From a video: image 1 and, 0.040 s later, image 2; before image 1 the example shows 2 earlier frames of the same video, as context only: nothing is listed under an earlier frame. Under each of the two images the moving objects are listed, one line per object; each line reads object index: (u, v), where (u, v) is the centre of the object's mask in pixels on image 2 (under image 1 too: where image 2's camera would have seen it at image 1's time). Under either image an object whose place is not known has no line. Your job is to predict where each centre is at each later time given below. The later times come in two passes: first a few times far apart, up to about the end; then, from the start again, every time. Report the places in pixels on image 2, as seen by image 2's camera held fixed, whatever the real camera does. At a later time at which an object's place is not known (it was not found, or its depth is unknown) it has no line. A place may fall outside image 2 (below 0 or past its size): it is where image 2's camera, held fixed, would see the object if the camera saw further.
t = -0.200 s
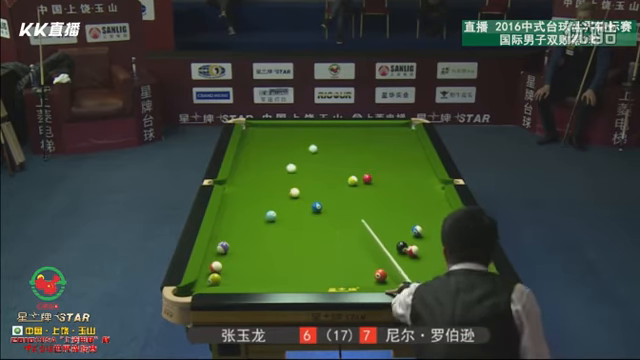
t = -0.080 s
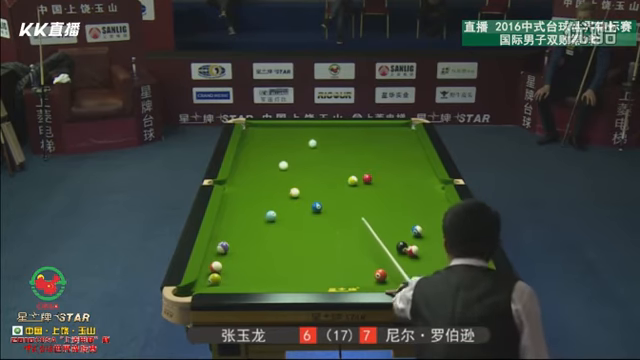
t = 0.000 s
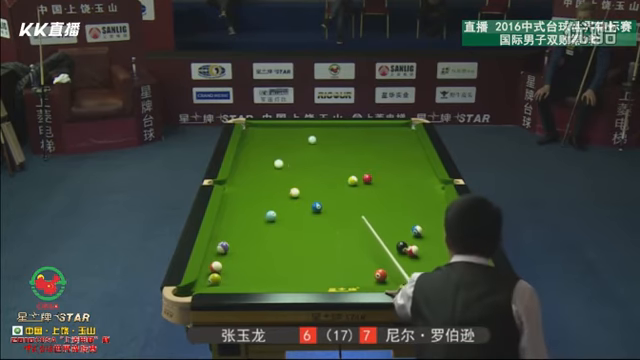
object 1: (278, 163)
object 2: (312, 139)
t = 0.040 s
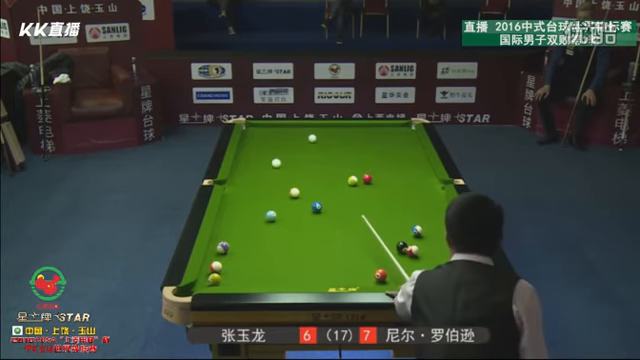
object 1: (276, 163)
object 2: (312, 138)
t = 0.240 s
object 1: (264, 159)
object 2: (311, 129)
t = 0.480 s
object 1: (251, 154)
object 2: (311, 127)
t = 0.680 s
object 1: (241, 151)
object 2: (310, 133)
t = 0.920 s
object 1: (247, 148)
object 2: (310, 139)
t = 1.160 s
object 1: (254, 145)
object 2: (310, 146)
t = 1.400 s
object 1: (261, 143)
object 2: (309, 153)
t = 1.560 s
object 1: (265, 141)
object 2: (309, 157)
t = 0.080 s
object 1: (273, 162)
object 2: (312, 136)
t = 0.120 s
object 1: (271, 161)
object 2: (311, 134)
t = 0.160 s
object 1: (269, 160)
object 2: (311, 132)
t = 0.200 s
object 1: (266, 159)
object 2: (311, 131)
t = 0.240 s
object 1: (264, 159)
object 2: (311, 129)
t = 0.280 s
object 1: (262, 158)
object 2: (311, 128)
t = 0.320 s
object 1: (260, 157)
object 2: (311, 127)
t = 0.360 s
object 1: (258, 156)
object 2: (311, 125)
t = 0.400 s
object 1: (255, 156)
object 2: (311, 125)
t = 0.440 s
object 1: (253, 155)
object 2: (311, 126)
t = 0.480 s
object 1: (251, 154)
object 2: (311, 127)
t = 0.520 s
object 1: (249, 153)
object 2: (311, 128)
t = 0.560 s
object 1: (247, 153)
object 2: (310, 130)
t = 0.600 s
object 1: (245, 152)
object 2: (310, 131)
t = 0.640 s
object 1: (243, 151)
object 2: (310, 132)
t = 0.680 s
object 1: (241, 151)
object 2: (310, 133)
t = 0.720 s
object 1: (240, 150)
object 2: (310, 134)
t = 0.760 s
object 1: (242, 150)
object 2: (310, 135)
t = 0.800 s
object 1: (243, 149)
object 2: (310, 136)
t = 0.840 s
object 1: (244, 149)
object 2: (310, 137)
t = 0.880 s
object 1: (246, 148)
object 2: (310, 138)
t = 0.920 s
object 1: (247, 148)
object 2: (310, 139)
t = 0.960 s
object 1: (248, 147)
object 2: (310, 141)
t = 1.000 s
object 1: (249, 147)
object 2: (310, 142)
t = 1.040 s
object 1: (251, 146)
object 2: (310, 142)
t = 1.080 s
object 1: (252, 146)
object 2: (310, 144)
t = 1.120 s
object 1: (253, 145)
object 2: (309, 145)
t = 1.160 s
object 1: (254, 145)
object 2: (310, 146)
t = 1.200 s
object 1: (255, 145)
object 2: (310, 147)
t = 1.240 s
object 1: (257, 144)
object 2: (309, 148)
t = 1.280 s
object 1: (258, 144)
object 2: (309, 149)
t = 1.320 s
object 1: (259, 143)
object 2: (309, 150)
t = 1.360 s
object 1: (260, 143)
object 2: (309, 151)
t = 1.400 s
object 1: (261, 143)
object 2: (309, 153)
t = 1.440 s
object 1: (262, 142)
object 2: (309, 154)
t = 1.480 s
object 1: (263, 142)
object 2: (309, 155)
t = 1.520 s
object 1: (264, 141)
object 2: (309, 156)
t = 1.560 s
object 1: (265, 141)
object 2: (309, 157)
